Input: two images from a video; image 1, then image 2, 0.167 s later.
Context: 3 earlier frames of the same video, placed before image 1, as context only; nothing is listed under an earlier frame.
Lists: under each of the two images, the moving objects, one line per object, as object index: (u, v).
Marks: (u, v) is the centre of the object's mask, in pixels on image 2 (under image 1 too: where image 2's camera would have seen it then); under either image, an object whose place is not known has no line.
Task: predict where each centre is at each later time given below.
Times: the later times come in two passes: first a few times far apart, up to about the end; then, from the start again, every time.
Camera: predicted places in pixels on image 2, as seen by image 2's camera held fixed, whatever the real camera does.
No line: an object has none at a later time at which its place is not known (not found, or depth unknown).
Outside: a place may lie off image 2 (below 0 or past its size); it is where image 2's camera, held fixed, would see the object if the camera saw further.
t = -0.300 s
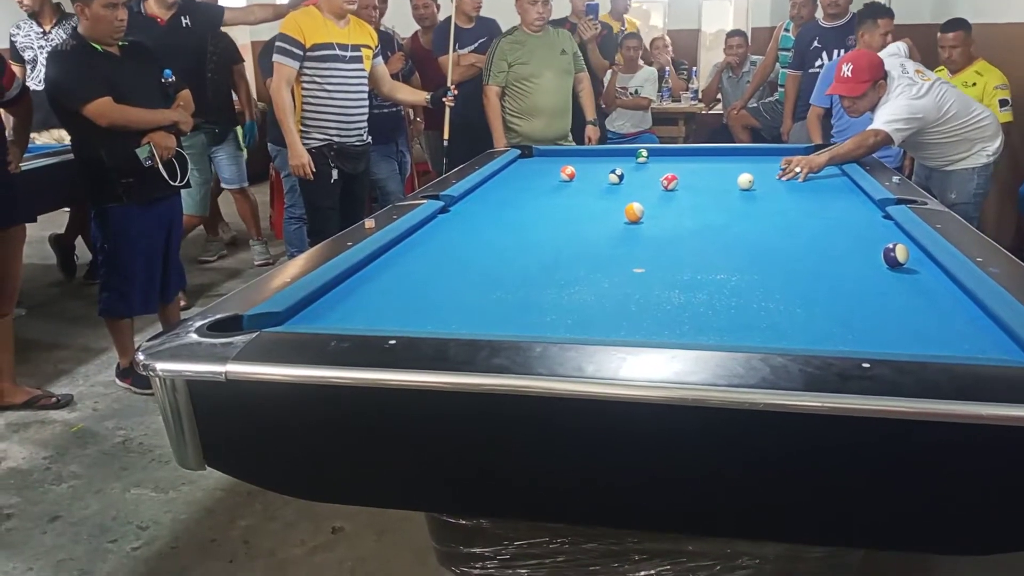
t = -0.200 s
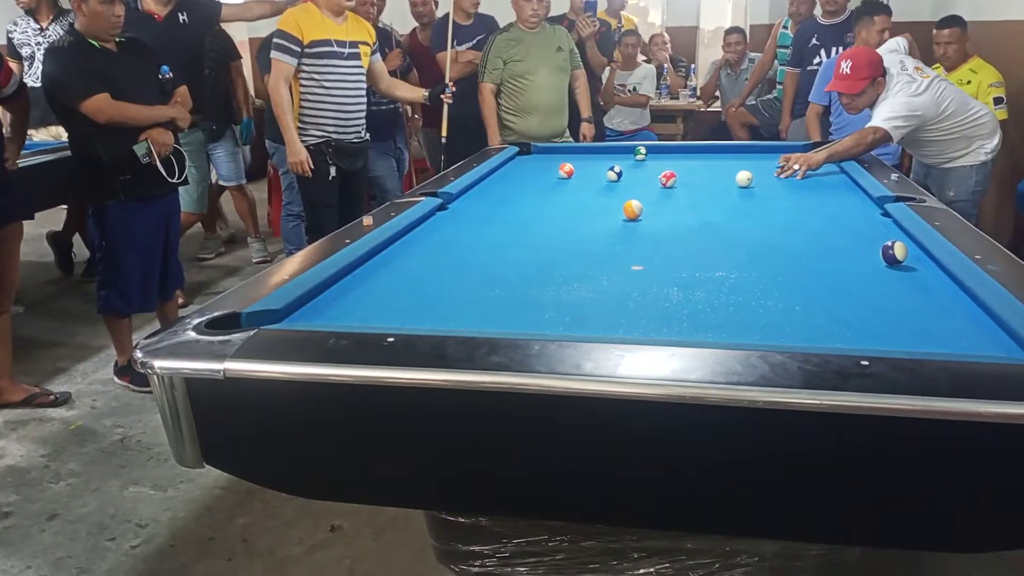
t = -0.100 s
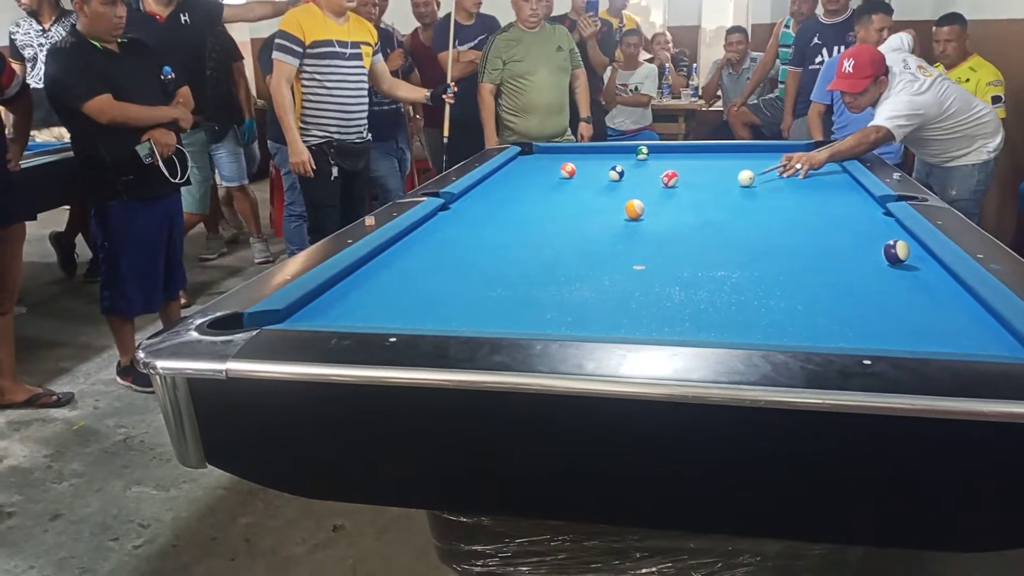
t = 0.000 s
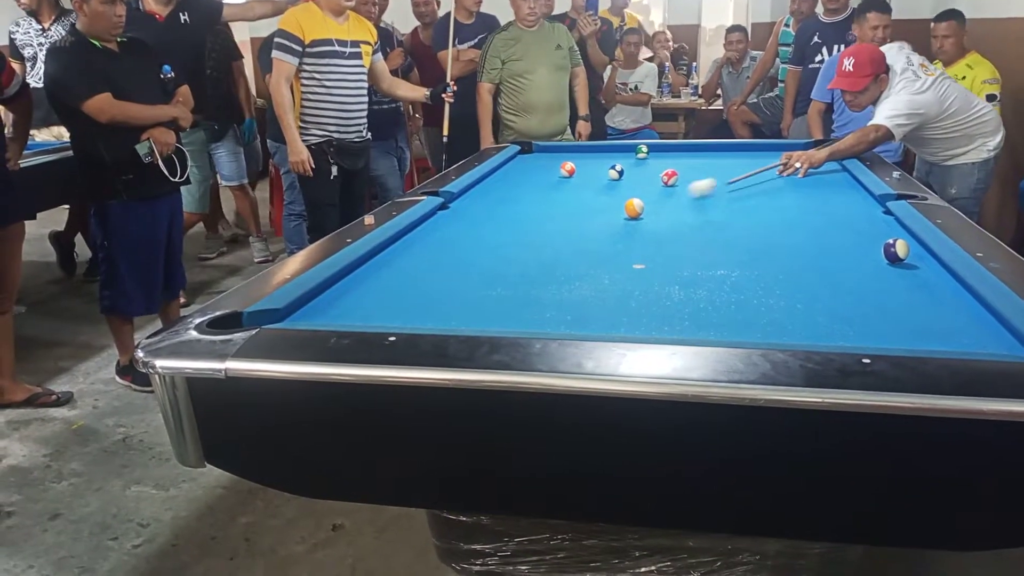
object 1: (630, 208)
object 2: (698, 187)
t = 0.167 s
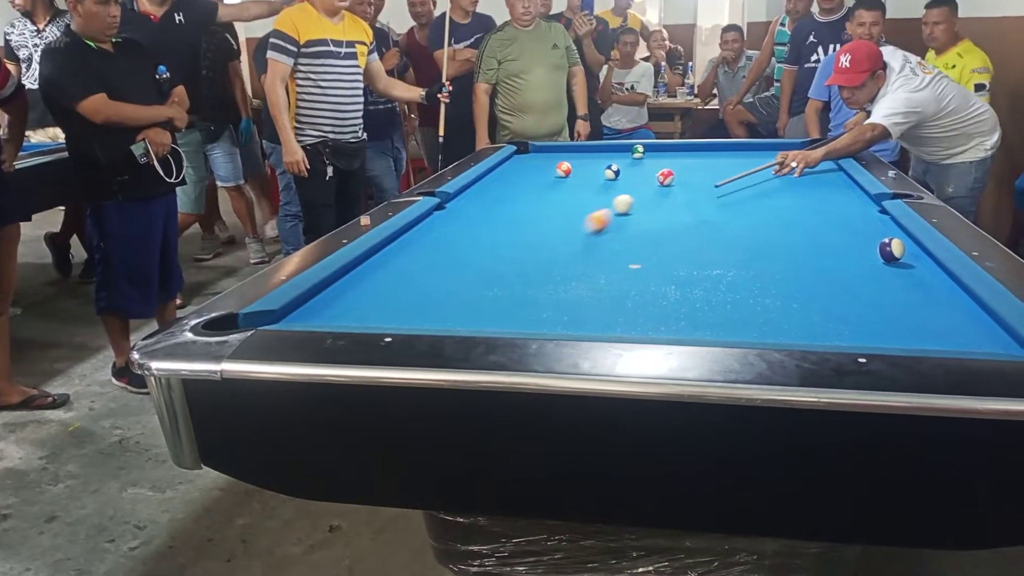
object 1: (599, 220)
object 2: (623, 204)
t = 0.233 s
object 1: (566, 234)
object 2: (609, 205)
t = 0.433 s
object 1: (464, 276)
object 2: (569, 206)
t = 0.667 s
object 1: (344, 314)
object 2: (525, 207)
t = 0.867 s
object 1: (345, 282)
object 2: (489, 208)
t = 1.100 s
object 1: (391, 257)
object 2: (448, 208)
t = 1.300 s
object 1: (433, 242)
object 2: (456, 209)
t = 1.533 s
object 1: (472, 225)
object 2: (479, 209)
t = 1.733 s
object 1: (504, 214)
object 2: (493, 208)
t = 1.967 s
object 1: (549, 210)
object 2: (501, 204)
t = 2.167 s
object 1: (586, 206)
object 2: (506, 200)
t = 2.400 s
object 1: (625, 202)
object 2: (512, 195)
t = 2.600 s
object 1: (656, 198)
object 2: (516, 191)
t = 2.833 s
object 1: (690, 195)
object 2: (520, 188)
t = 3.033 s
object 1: (718, 192)
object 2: (524, 184)
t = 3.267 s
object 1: (747, 189)
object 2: (527, 182)
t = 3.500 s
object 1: (774, 185)
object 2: (530, 179)
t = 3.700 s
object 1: (795, 183)
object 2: (531, 177)
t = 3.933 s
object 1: (818, 181)
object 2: (532, 175)
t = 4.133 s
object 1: (837, 178)
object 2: (533, 174)
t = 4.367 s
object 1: (834, 177)
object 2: (534, 172)
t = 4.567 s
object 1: (823, 176)
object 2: (535, 171)
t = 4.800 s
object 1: (811, 175)
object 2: (536, 170)
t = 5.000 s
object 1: (803, 175)
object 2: (536, 169)
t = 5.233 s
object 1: (794, 174)
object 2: (537, 169)
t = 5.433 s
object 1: (788, 174)
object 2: (538, 168)
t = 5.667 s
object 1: (782, 174)
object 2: (539, 168)
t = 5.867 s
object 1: (778, 174)
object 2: (538, 168)
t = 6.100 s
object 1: (775, 174)
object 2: (538, 168)
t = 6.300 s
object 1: (773, 174)
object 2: (538, 168)
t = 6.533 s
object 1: (773, 174)
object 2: (538, 168)
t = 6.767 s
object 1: (773, 174)
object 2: (538, 168)
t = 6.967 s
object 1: (773, 174)
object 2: (538, 168)
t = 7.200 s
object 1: (772, 173)
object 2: (538, 168)
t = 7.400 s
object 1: (772, 174)
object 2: (536, 167)
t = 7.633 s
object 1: (772, 174)
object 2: (537, 168)
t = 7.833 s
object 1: (772, 174)
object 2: (537, 168)
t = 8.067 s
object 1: (773, 174)
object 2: (538, 168)
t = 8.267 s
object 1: (773, 174)
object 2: (538, 168)
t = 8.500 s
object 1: (773, 174)
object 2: (538, 167)
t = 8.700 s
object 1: (773, 174)
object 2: (538, 168)
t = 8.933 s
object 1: (773, 174)
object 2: (538, 168)
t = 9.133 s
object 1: (773, 174)
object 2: (538, 168)
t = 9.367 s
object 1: (773, 174)
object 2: (538, 168)
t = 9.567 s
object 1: (774, 174)
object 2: (538, 169)
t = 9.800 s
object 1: (773, 174)
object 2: (538, 168)
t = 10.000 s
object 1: (774, 174)
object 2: (538, 168)
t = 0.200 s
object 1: (583, 227)
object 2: (616, 204)
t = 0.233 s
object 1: (566, 234)
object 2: (609, 205)
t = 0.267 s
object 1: (550, 241)
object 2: (602, 205)
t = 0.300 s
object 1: (533, 248)
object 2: (596, 205)
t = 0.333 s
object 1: (516, 255)
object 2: (589, 205)
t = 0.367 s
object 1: (499, 262)
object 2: (582, 206)
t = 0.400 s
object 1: (483, 269)
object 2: (576, 206)
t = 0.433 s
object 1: (464, 276)
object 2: (569, 206)
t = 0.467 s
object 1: (446, 284)
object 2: (563, 206)
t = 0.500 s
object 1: (427, 292)
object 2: (556, 206)
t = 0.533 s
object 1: (405, 300)
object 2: (550, 206)
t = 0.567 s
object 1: (384, 309)
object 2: (543, 207)
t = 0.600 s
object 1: (360, 314)
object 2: (537, 207)
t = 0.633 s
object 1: (343, 317)
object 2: (531, 207)
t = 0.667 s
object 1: (344, 314)
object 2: (525, 207)
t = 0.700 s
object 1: (344, 310)
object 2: (519, 207)
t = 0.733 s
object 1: (344, 304)
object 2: (513, 207)
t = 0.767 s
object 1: (345, 298)
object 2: (507, 208)
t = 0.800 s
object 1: (345, 292)
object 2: (500, 208)
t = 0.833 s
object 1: (345, 287)
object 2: (495, 208)
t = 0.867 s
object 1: (345, 282)
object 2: (489, 208)
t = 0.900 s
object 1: (345, 277)
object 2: (483, 208)
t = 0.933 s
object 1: (351, 272)
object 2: (477, 208)
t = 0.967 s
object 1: (360, 269)
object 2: (471, 208)
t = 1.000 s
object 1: (368, 266)
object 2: (465, 208)
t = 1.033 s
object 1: (376, 263)
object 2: (460, 208)
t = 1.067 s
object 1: (384, 260)
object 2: (454, 208)
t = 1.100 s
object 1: (391, 257)
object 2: (448, 208)
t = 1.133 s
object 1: (398, 254)
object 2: (443, 208)
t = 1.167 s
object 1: (405, 252)
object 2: (443, 208)
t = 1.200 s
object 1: (412, 249)
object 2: (446, 209)
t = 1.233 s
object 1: (419, 246)
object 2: (449, 209)
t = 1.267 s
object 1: (426, 244)
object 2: (453, 209)
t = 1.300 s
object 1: (433, 242)
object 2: (456, 209)
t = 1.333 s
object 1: (439, 239)
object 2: (459, 210)
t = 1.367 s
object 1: (444, 236)
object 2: (462, 210)
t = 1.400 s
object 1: (450, 234)
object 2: (466, 210)
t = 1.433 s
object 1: (456, 232)
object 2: (469, 210)
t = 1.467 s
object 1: (462, 230)
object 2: (472, 210)
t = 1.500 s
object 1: (467, 228)
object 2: (476, 210)
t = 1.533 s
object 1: (472, 225)
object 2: (479, 209)
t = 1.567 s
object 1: (478, 223)
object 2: (482, 208)
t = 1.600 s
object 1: (484, 221)
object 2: (485, 207)
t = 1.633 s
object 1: (489, 219)
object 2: (487, 207)
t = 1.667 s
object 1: (493, 217)
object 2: (489, 207)
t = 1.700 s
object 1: (498, 215)
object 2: (490, 207)
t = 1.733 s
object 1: (504, 214)
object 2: (493, 208)
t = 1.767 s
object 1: (511, 213)
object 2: (495, 209)
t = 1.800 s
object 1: (517, 213)
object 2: (496, 208)
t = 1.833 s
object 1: (524, 212)
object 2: (497, 207)
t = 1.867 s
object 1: (530, 211)
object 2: (498, 206)
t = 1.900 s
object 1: (536, 211)
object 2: (500, 206)
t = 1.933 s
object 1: (543, 210)
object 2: (500, 205)
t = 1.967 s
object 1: (549, 210)
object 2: (501, 204)
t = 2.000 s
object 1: (556, 209)
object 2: (502, 203)
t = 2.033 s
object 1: (562, 208)
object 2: (503, 203)
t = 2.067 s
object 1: (568, 208)
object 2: (504, 202)
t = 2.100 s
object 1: (574, 207)
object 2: (505, 201)
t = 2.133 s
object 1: (580, 207)
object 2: (506, 200)
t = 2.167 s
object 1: (586, 206)
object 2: (506, 200)
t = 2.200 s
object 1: (591, 205)
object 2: (507, 199)
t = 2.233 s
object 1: (597, 205)
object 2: (508, 198)
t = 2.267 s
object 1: (603, 204)
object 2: (509, 197)
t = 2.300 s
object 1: (609, 203)
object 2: (510, 197)
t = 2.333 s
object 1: (614, 203)
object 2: (510, 196)
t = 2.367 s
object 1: (620, 203)
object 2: (511, 195)
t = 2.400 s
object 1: (625, 202)
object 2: (512, 195)
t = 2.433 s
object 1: (630, 201)
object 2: (513, 194)
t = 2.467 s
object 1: (636, 201)
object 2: (513, 194)
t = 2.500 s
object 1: (641, 200)
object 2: (514, 193)
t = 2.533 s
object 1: (646, 199)
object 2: (515, 192)
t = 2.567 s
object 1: (652, 199)
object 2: (516, 192)
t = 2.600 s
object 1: (656, 198)
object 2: (516, 191)
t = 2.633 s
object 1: (661, 198)
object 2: (517, 190)
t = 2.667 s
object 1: (667, 197)
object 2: (517, 190)
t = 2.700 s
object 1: (672, 196)
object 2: (518, 190)
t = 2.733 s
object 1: (676, 196)
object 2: (518, 189)
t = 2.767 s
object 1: (681, 195)
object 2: (519, 188)
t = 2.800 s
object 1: (686, 195)
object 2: (520, 188)
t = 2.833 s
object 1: (690, 195)
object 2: (520, 188)
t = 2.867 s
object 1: (695, 194)
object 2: (521, 187)
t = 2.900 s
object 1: (700, 194)
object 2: (522, 186)
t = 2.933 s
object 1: (705, 193)
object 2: (522, 186)
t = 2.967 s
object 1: (709, 193)
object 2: (523, 186)
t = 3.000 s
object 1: (713, 192)
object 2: (523, 185)
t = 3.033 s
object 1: (718, 192)
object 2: (524, 184)
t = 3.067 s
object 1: (722, 191)
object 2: (524, 184)
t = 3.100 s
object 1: (727, 191)
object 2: (525, 184)
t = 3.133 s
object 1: (731, 190)
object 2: (525, 183)
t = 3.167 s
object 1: (735, 190)
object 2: (526, 183)
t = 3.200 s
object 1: (739, 189)
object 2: (526, 182)
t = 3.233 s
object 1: (743, 189)
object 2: (527, 182)
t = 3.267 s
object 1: (747, 189)
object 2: (527, 182)
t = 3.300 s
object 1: (751, 188)
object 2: (528, 181)
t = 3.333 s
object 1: (755, 187)
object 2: (528, 181)
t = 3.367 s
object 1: (759, 187)
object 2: (528, 181)
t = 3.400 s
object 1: (763, 187)
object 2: (529, 180)
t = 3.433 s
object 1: (767, 186)
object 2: (529, 180)
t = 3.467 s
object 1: (770, 186)
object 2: (529, 179)
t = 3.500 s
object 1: (774, 185)
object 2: (530, 179)
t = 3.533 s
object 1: (777, 185)
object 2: (530, 179)
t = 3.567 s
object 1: (781, 184)
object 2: (530, 178)
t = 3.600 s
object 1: (785, 184)
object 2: (531, 178)
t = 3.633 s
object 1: (789, 184)
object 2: (531, 178)
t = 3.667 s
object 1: (792, 184)
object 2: (531, 177)
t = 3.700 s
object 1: (795, 183)
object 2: (531, 177)
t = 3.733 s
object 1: (799, 183)
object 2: (531, 176)
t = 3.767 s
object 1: (802, 182)
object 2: (531, 176)
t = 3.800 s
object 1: (806, 182)
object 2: (532, 176)
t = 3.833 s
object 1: (809, 182)
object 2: (532, 176)
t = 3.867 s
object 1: (812, 181)
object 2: (532, 176)
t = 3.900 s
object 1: (815, 181)
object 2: (532, 175)
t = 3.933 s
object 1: (818, 181)
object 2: (532, 175)
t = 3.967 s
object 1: (821, 180)
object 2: (532, 175)
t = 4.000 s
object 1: (824, 180)
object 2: (532, 175)
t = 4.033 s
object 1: (828, 180)
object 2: (532, 175)
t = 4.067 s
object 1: (831, 179)
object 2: (533, 174)
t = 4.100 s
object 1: (833, 179)
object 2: (533, 174)
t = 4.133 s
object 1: (837, 178)
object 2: (533, 174)
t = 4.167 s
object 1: (839, 178)
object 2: (533, 173)
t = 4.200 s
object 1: (842, 178)
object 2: (534, 173)
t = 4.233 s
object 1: (843, 178)
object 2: (534, 173)
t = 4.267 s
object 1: (841, 177)
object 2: (534, 172)
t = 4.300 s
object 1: (838, 177)
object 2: (534, 172)
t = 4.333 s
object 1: (837, 177)
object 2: (534, 172)
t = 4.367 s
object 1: (834, 177)
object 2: (534, 172)
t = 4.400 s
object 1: (832, 177)
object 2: (534, 172)
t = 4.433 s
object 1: (830, 177)
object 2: (535, 172)
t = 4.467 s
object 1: (829, 177)
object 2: (535, 171)
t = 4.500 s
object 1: (827, 177)
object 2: (535, 172)
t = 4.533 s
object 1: (825, 177)
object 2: (535, 171)
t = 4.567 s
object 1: (823, 176)
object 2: (535, 171)
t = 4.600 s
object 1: (821, 176)
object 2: (535, 171)
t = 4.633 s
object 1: (819, 176)
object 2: (535, 171)
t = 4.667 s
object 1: (818, 176)
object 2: (535, 171)
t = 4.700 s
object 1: (816, 176)
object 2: (535, 171)
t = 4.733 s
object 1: (814, 176)
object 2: (536, 170)
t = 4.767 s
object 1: (813, 176)
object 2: (536, 170)
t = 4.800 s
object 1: (811, 175)
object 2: (536, 170)
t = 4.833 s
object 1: (809, 176)
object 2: (536, 170)
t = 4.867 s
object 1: (808, 176)
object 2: (536, 170)
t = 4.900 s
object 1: (807, 175)
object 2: (536, 170)
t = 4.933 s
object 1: (806, 175)
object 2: (536, 170)
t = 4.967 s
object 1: (804, 175)
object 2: (537, 169)
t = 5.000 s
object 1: (803, 175)
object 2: (536, 169)
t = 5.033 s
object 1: (801, 175)
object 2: (537, 169)
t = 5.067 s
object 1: (800, 175)
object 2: (537, 169)
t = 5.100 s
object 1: (799, 175)
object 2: (537, 169)
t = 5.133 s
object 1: (798, 175)
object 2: (537, 169)
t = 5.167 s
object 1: (796, 175)
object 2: (537, 169)
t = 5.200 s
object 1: (795, 174)
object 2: (537, 169)
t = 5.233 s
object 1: (794, 174)
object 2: (537, 169)
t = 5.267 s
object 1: (793, 174)
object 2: (538, 169)
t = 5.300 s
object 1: (792, 174)
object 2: (538, 168)
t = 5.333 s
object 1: (791, 174)
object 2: (538, 168)
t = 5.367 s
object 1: (790, 174)
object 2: (538, 168)
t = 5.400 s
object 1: (789, 174)
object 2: (538, 168)
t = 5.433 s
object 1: (788, 174)
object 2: (538, 168)
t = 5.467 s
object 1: (787, 174)
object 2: (538, 168)
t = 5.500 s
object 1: (786, 174)
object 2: (538, 168)
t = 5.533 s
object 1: (785, 174)
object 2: (538, 168)
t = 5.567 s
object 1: (784, 174)
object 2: (539, 168)
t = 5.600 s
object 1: (784, 174)
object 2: (539, 168)
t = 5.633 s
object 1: (783, 174)
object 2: (539, 168)
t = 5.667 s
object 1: (782, 174)
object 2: (539, 168)
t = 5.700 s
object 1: (781, 174)
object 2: (539, 168)
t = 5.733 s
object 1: (781, 174)
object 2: (539, 168)
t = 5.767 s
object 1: (780, 174)
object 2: (539, 168)
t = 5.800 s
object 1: (779, 174)
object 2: (539, 168)
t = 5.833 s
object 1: (779, 174)
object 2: (539, 168)
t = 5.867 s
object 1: (778, 174)
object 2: (538, 168)
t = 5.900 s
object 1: (778, 174)
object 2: (539, 168)
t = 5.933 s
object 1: (777, 174)
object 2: (539, 168)
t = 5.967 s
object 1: (777, 174)
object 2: (539, 168)
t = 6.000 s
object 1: (776, 174)
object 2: (538, 168)
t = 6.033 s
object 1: (776, 174)
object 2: (538, 168)
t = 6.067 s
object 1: (776, 174)
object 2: (538, 168)
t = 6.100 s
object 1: (775, 174)
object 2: (538, 168)
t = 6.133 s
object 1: (775, 173)
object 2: (538, 168)
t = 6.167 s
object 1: (775, 173)
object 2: (538, 168)
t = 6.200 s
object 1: (774, 174)
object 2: (538, 168)
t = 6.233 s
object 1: (774, 174)
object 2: (538, 168)
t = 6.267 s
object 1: (774, 174)
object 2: (538, 168)
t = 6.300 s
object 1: (773, 174)
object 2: (538, 168)
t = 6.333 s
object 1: (773, 174)
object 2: (538, 168)
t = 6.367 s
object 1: (773, 174)
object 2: (538, 168)
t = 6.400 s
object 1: (773, 174)
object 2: (538, 168)
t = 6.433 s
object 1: (773, 174)
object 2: (538, 168)
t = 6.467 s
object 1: (773, 174)
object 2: (538, 168)
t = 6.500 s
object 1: (773, 174)
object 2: (538, 168)
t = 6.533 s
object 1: (773, 174)
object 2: (538, 168)
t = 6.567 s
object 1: (773, 174)
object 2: (538, 168)
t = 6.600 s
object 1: (773, 174)
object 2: (538, 168)
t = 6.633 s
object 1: (773, 174)
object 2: (538, 168)
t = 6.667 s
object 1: (773, 174)
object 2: (538, 168)
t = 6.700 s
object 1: (773, 174)
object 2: (538, 168)
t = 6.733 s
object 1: (773, 174)
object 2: (538, 168)
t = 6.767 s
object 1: (773, 174)
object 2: (538, 168)
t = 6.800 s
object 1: (773, 174)
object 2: (538, 168)
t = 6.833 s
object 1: (773, 174)
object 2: (538, 168)
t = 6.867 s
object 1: (773, 174)
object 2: (538, 168)
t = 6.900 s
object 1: (773, 174)
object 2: (538, 168)
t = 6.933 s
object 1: (773, 174)
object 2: (538, 168)
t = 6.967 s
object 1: (773, 174)
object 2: (538, 168)
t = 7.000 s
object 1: (773, 174)
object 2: (538, 168)
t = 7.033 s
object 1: (773, 174)
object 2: (538, 168)
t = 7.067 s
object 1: (772, 173)
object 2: (538, 168)
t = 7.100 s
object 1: (772, 173)
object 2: (537, 168)
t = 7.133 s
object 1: (772, 173)
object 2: (537, 168)
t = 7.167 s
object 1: (772, 173)
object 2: (537, 168)
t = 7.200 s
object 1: (772, 173)
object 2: (538, 168)
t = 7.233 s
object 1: (772, 174)
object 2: (537, 168)
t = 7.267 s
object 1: (772, 174)
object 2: (537, 168)
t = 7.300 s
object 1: (772, 174)
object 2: (537, 168)
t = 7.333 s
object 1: (772, 174)
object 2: (537, 168)
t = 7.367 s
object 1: (772, 174)
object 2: (537, 167)
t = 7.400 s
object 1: (772, 174)
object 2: (536, 167)
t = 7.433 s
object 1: (772, 174)
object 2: (537, 167)
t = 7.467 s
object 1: (772, 174)
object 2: (537, 168)
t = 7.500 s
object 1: (773, 174)
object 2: (537, 168)
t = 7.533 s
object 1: (773, 174)
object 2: (537, 168)
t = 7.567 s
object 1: (772, 174)
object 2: (537, 168)
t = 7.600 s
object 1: (772, 174)
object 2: (537, 168)
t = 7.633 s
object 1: (772, 174)
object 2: (537, 168)
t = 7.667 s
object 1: (772, 174)
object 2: (537, 168)
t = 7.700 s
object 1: (772, 174)
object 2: (537, 168)
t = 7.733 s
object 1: (772, 174)
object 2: (537, 167)
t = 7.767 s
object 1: (772, 174)
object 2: (537, 168)
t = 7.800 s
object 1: (772, 174)
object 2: (537, 168)
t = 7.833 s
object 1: (772, 174)
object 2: (537, 168)
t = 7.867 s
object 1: (772, 174)
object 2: (538, 168)
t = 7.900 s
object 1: (773, 174)
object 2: (538, 168)
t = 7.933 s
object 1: (772, 174)
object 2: (538, 168)
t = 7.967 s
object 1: (773, 174)
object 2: (538, 168)
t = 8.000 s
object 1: (773, 174)
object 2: (537, 168)
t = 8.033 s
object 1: (773, 174)
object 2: (538, 169)
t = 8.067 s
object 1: (773, 174)
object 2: (538, 168)
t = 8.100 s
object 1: (773, 174)
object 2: (538, 168)
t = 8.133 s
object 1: (773, 174)
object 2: (538, 168)
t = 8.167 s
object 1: (772, 174)
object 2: (538, 168)
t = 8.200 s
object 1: (772, 174)
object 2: (538, 168)
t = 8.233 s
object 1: (773, 173)
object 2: (538, 168)
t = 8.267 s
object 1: (773, 174)
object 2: (538, 168)
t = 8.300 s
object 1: (773, 174)
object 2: (538, 168)
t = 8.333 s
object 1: (773, 174)
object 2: (538, 168)
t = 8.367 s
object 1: (772, 173)
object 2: (538, 168)
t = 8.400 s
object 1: (773, 174)
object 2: (538, 168)
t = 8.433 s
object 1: (773, 174)
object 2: (538, 168)
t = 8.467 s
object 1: (773, 174)
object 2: (538, 168)
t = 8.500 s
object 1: (773, 174)
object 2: (538, 167)
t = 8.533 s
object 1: (773, 174)
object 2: (538, 168)
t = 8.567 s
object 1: (773, 174)
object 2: (538, 168)
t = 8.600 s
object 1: (773, 174)
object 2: (538, 168)
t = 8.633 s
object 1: (773, 174)
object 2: (538, 168)
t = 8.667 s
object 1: (773, 174)
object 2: (538, 168)
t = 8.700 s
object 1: (773, 174)
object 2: (538, 168)
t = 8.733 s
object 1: (773, 174)
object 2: (538, 168)
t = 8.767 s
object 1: (773, 174)
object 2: (539, 168)
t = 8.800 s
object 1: (773, 174)
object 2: (538, 168)
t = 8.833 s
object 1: (773, 174)
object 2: (538, 168)
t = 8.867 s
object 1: (773, 174)
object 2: (538, 168)
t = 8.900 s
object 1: (773, 174)
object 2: (538, 168)
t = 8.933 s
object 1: (773, 174)
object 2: (538, 168)
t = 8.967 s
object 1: (773, 174)
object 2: (538, 168)
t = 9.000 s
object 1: (773, 174)
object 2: (538, 168)
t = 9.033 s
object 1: (773, 174)
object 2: (539, 168)
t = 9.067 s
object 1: (773, 174)
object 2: (539, 168)
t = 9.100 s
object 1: (773, 174)
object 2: (538, 168)
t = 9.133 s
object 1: (773, 174)
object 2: (538, 168)
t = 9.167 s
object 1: (773, 174)
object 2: (538, 168)
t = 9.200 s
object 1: (773, 174)
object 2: (538, 168)
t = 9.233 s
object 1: (773, 174)
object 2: (538, 169)
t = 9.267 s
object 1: (773, 174)
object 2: (538, 168)
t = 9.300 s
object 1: (773, 174)
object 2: (538, 168)
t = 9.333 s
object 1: (773, 174)
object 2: (538, 169)
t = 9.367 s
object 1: (773, 174)
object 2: (538, 168)
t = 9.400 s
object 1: (774, 174)
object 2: (538, 168)
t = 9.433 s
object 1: (773, 174)
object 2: (538, 169)
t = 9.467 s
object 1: (773, 174)
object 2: (538, 168)
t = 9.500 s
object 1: (774, 174)
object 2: (538, 169)
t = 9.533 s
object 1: (773, 174)
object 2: (538, 168)
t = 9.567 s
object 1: (774, 174)
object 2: (538, 169)
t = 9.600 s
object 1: (774, 174)
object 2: (539, 168)
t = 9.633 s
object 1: (773, 174)
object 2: (539, 168)
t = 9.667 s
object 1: (774, 174)
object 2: (539, 168)
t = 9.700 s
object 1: (774, 174)
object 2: (538, 168)
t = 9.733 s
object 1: (774, 174)
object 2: (538, 168)
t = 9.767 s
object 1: (774, 174)
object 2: (538, 168)
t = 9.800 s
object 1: (773, 174)
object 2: (538, 168)
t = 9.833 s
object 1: (774, 174)
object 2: (539, 168)
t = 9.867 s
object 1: (773, 174)
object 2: (539, 168)
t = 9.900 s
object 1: (774, 174)
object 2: (539, 168)
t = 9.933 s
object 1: (774, 173)
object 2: (539, 168)
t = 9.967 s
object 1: (774, 174)
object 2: (539, 168)
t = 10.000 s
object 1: (774, 174)
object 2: (538, 168)
